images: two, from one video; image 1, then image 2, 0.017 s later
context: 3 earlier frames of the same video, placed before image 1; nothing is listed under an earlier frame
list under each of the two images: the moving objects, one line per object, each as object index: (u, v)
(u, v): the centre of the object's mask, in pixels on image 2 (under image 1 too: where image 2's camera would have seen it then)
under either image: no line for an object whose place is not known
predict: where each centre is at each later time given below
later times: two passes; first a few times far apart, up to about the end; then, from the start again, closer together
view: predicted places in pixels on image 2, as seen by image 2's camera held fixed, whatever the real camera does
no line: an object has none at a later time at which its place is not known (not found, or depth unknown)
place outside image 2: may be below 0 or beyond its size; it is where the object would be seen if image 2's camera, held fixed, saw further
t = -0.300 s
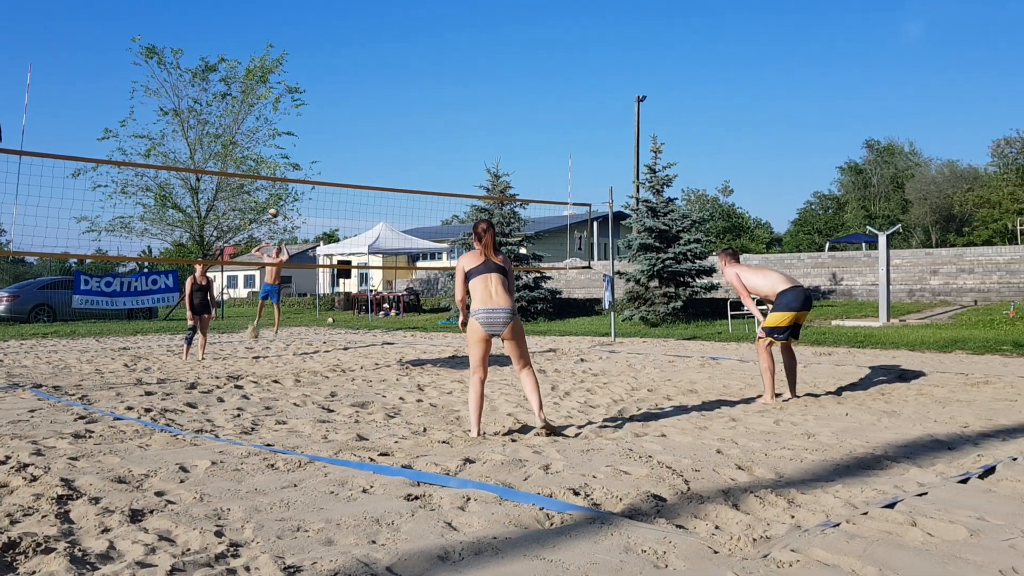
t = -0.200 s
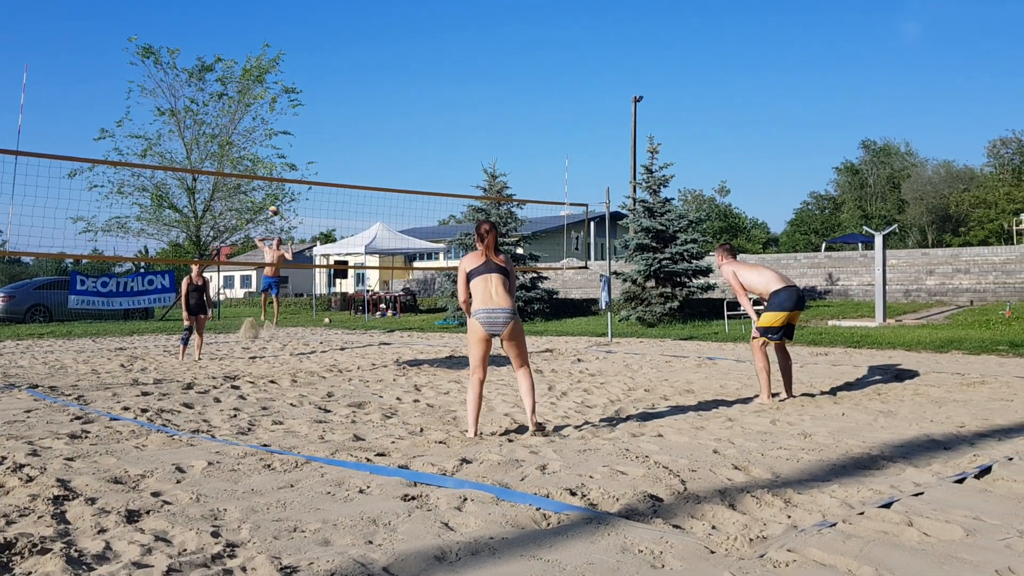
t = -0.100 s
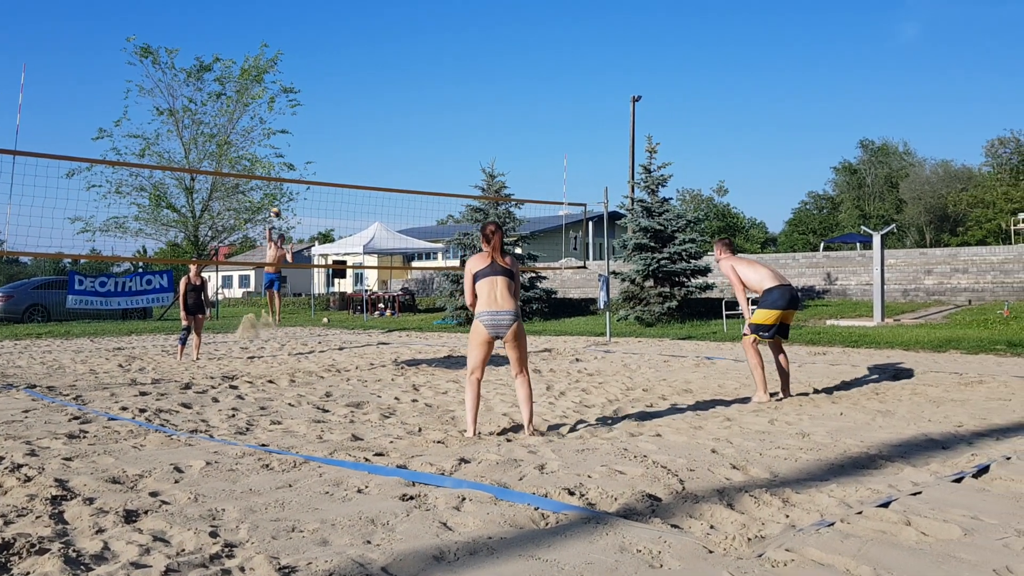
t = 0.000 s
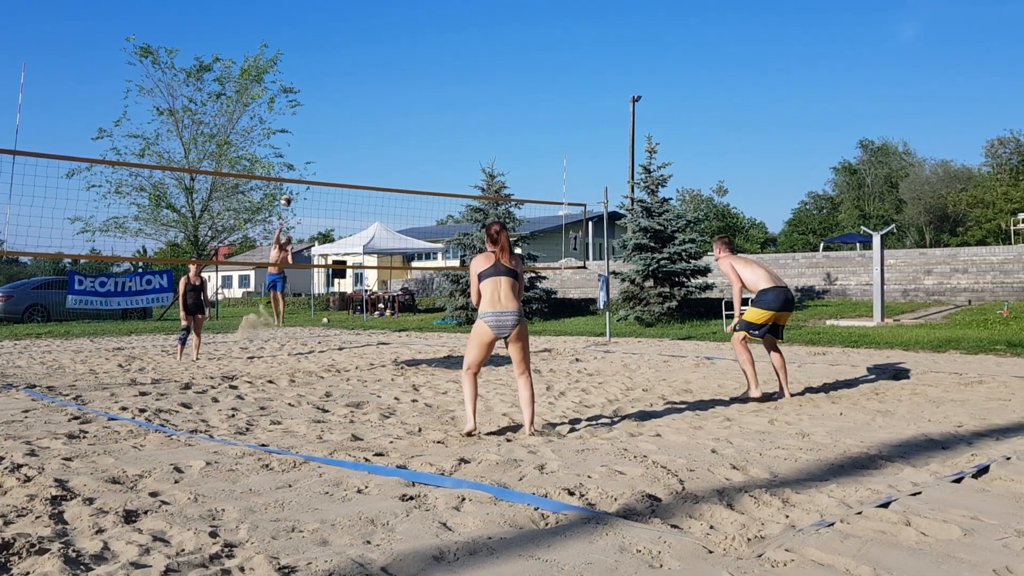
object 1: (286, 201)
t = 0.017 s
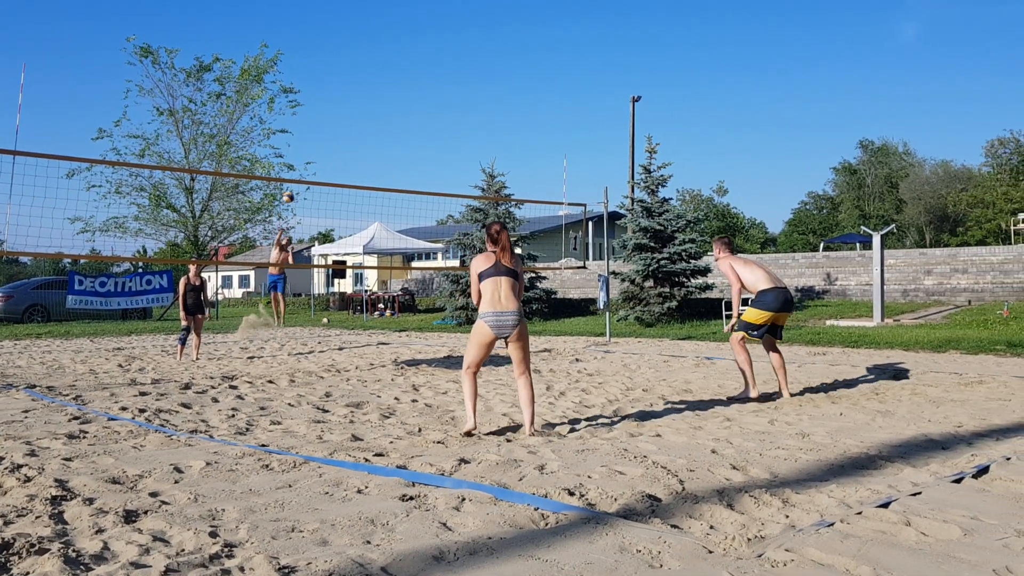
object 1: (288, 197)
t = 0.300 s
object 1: (332, 145)
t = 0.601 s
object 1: (386, 126)
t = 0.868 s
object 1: (452, 159)
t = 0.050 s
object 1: (293, 190)
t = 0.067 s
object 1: (295, 187)
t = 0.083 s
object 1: (298, 186)
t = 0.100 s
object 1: (301, 177)
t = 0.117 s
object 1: (303, 176)
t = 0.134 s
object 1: (305, 173)
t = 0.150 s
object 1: (308, 169)
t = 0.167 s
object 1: (311, 166)
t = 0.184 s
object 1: (313, 163)
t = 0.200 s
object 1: (316, 161)
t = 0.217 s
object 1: (318, 158)
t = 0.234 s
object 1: (321, 155)
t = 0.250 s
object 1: (324, 153)
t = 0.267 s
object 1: (326, 150)
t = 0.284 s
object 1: (330, 148)
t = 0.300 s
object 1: (332, 145)
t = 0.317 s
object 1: (335, 143)
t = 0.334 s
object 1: (337, 141)
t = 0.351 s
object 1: (340, 139)
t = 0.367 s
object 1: (343, 137)
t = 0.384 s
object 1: (346, 136)
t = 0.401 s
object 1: (348, 134)
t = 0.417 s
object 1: (351, 133)
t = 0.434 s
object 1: (354, 131)
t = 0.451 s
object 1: (357, 130)
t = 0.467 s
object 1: (360, 129)
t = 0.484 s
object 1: (363, 128)
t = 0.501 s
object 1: (366, 127)
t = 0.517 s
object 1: (369, 127)
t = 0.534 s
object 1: (372, 126)
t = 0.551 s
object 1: (376, 125)
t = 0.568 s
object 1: (379, 125)
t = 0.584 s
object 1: (383, 125)
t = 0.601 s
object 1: (386, 126)
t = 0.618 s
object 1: (390, 126)
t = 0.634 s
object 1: (394, 126)
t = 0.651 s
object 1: (397, 127)
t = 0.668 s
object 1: (401, 128)
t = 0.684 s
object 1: (405, 129)
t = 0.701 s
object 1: (409, 130)
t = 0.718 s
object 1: (413, 132)
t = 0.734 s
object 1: (417, 133)
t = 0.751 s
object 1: (421, 135)
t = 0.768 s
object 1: (425, 138)
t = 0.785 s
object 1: (429, 140)
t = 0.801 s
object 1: (434, 143)
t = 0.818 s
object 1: (438, 146)
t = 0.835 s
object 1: (443, 150)
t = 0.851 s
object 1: (447, 154)
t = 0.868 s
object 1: (452, 159)
